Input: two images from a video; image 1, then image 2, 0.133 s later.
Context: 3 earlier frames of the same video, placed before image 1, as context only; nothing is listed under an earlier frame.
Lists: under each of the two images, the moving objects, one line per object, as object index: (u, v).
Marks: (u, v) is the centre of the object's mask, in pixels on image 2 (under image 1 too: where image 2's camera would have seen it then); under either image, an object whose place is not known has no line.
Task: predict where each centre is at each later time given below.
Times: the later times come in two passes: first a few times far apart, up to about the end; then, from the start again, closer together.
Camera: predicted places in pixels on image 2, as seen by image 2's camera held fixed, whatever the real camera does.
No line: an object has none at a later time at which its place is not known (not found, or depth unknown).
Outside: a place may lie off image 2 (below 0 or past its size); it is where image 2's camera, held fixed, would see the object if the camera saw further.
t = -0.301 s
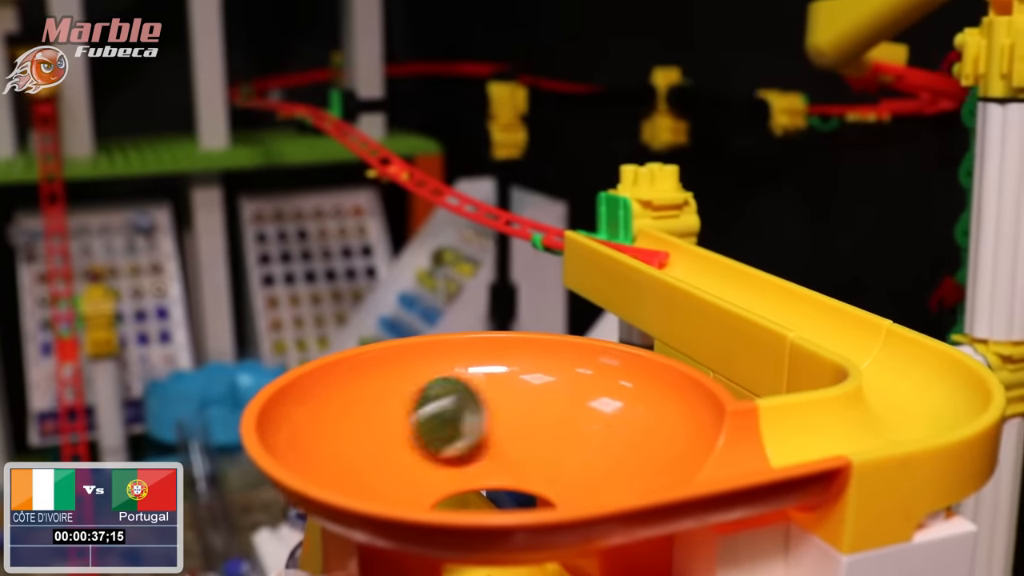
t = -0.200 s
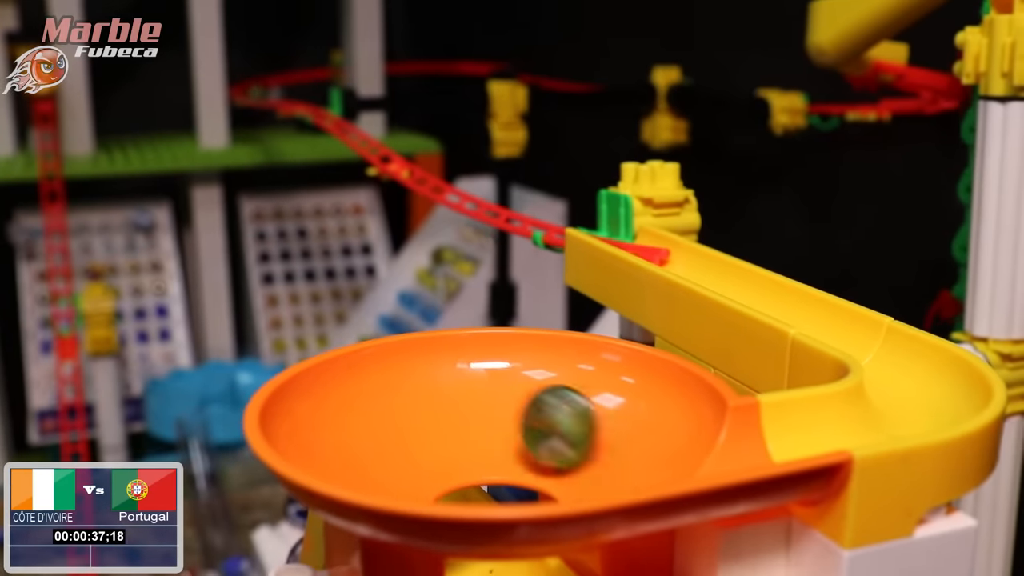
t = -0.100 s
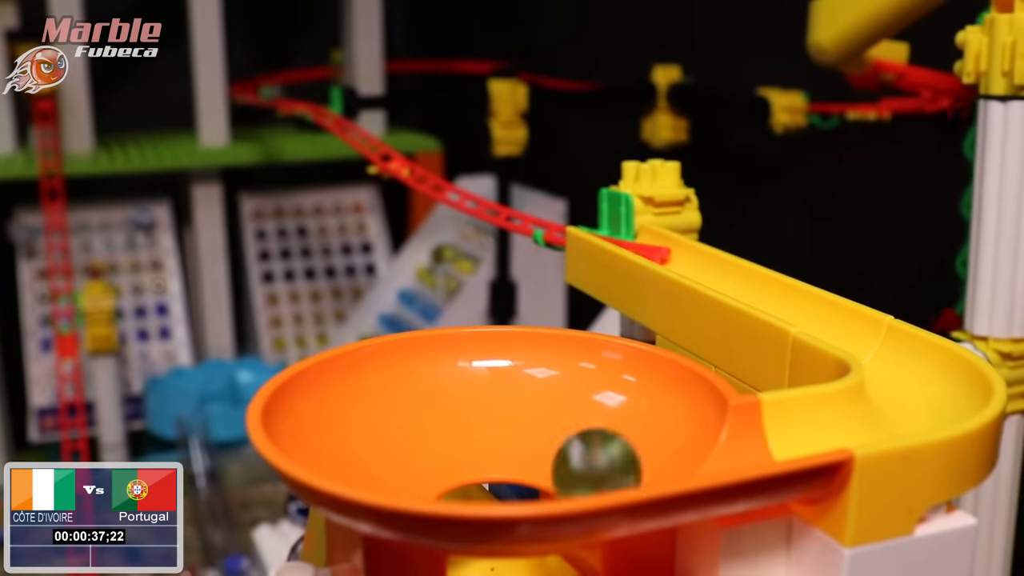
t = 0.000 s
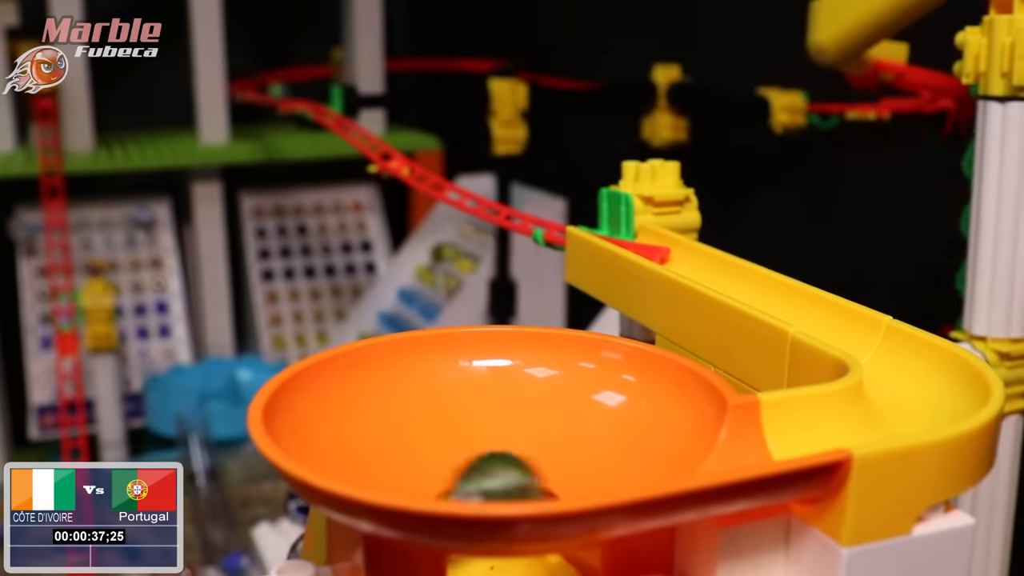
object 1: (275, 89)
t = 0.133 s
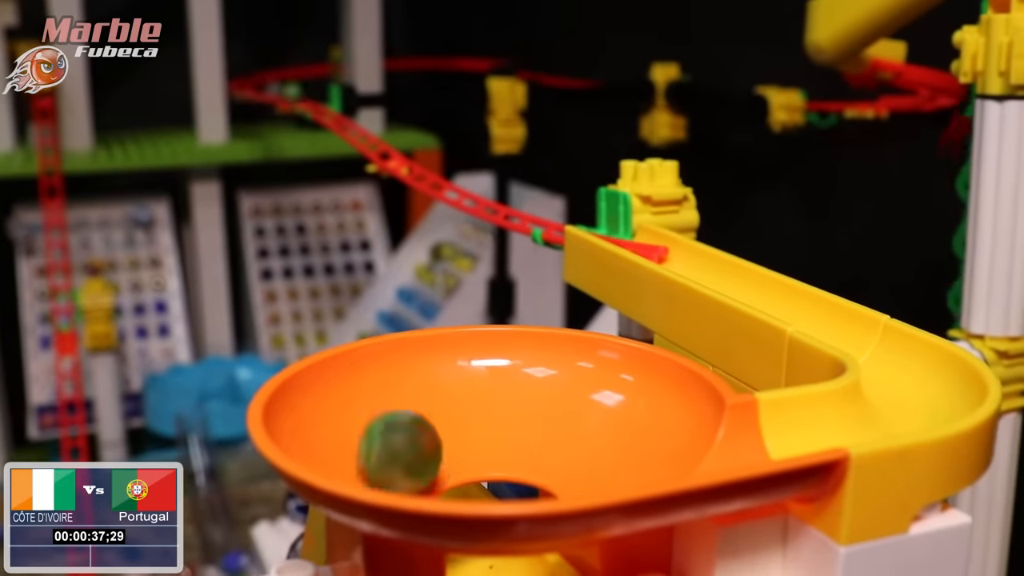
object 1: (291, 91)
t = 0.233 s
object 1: (306, 95)
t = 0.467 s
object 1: (347, 118)
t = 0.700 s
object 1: (412, 161)
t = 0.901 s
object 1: (504, 199)
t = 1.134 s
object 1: (663, 240)
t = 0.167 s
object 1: (295, 91)
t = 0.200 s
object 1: (301, 95)
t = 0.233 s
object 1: (306, 95)
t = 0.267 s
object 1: (312, 98)
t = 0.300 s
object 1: (317, 100)
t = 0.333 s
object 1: (322, 103)
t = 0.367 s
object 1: (328, 105)
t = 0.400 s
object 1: (334, 109)
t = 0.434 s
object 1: (339, 113)
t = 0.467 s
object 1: (347, 118)
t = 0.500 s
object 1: (355, 123)
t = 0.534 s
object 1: (363, 130)
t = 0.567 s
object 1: (371, 134)
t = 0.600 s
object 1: (379, 142)
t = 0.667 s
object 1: (400, 154)
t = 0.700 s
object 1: (412, 161)
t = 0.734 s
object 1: (425, 168)
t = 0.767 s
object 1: (438, 174)
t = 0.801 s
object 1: (453, 180)
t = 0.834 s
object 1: (468, 187)
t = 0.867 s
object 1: (485, 193)
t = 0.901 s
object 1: (504, 199)
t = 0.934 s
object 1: (522, 204)
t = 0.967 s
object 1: (542, 210)
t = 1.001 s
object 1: (563, 214)
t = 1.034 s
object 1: (586, 216)
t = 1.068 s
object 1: (612, 223)
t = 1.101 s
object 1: (634, 229)
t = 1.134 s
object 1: (663, 240)
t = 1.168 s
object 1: (692, 263)
